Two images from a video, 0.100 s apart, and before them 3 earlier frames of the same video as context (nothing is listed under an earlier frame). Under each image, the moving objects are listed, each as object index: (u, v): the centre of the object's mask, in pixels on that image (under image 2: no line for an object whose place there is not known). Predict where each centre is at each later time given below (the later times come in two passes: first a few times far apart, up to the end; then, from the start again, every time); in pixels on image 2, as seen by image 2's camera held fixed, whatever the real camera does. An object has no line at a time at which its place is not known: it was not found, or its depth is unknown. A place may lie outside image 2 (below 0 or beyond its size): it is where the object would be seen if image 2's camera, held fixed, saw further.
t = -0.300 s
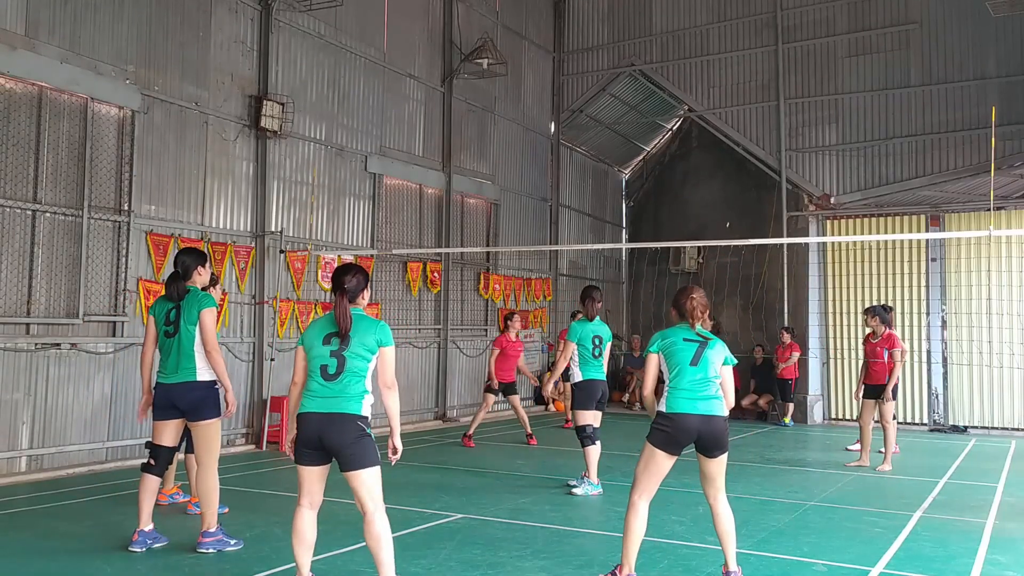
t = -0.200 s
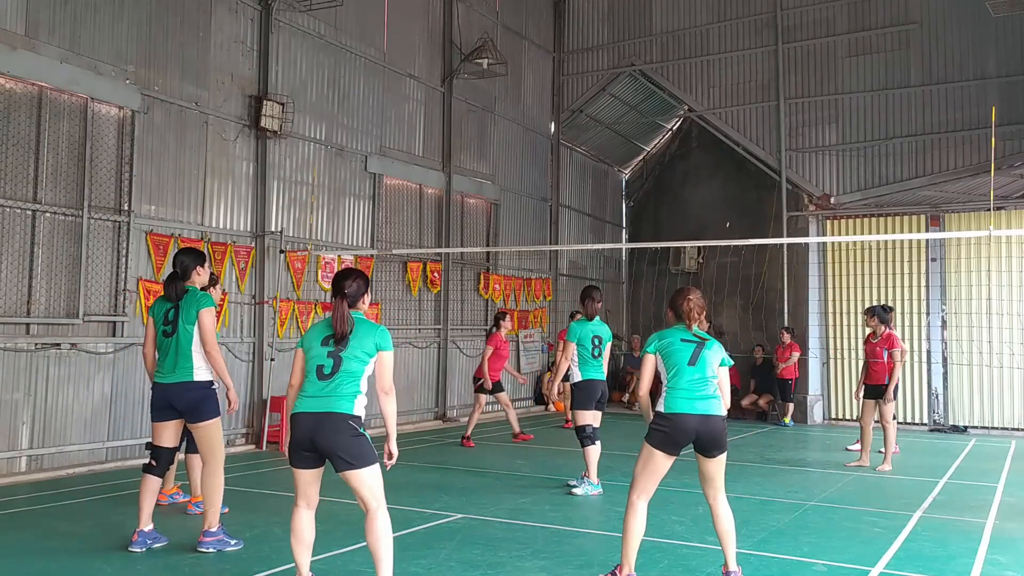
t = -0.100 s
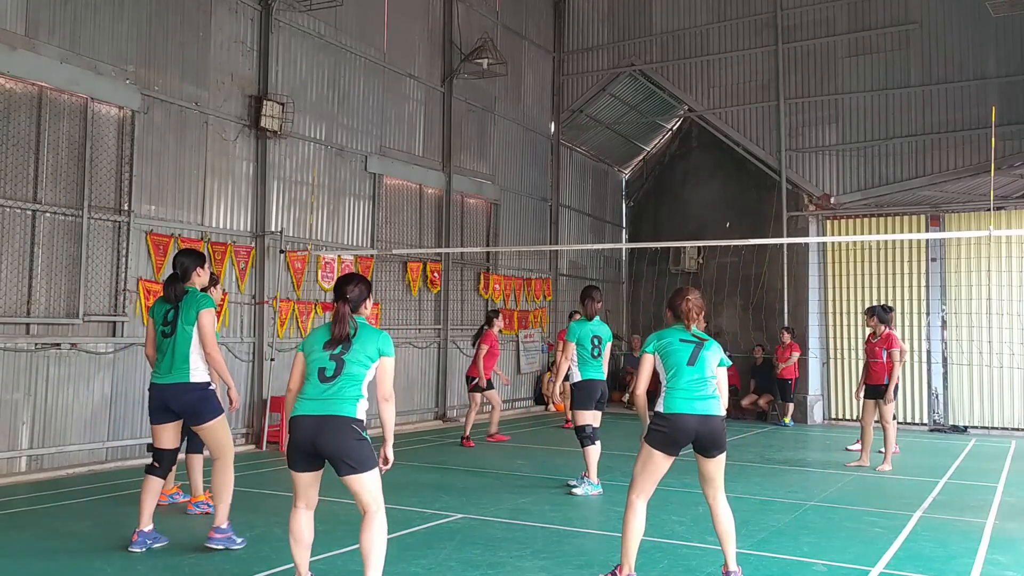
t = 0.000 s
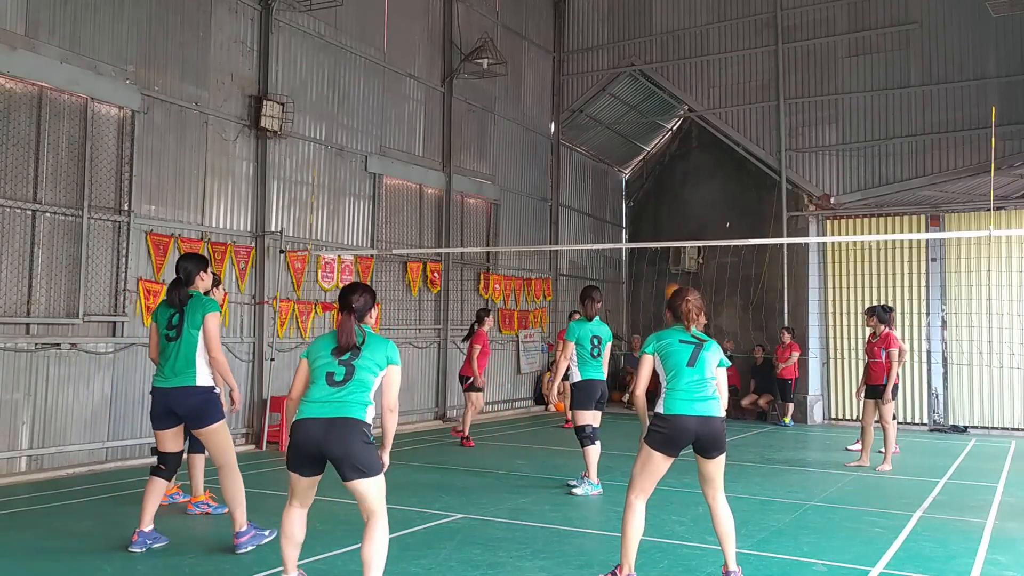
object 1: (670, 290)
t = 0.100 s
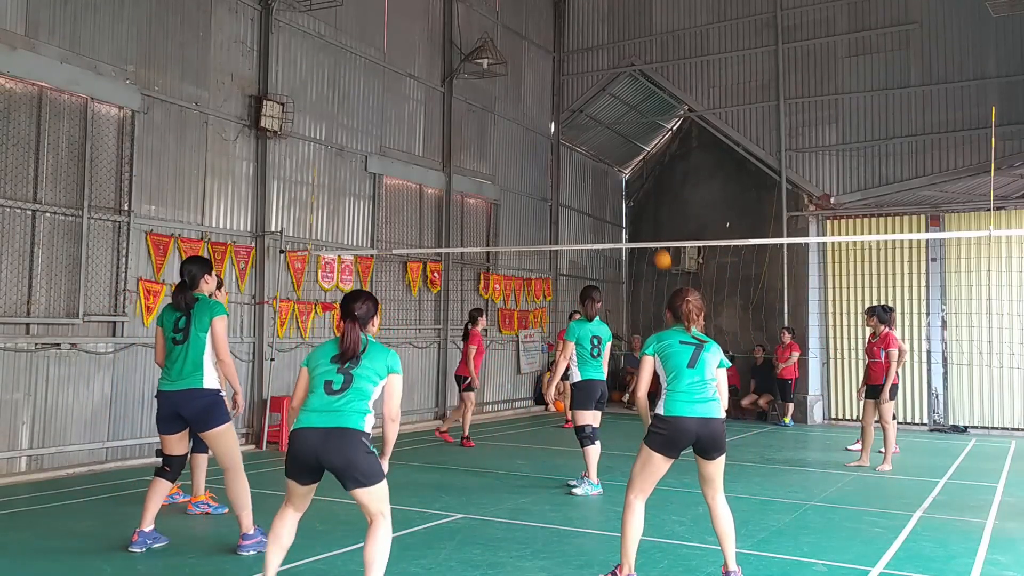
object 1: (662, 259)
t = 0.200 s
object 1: (651, 230)
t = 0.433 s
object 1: (615, 187)
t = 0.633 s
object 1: (571, 192)
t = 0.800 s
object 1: (517, 251)
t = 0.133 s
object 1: (659, 253)
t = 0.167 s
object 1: (655, 237)
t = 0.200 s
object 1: (651, 230)
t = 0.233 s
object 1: (647, 222)
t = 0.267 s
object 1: (643, 214)
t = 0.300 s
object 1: (638, 207)
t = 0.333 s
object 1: (633, 201)
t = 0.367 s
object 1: (628, 195)
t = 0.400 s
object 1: (622, 191)
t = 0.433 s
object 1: (615, 187)
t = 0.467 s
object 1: (608, 185)
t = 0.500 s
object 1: (602, 184)
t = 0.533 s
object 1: (595, 183)
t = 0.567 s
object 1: (588, 185)
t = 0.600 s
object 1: (580, 187)
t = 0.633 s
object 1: (571, 192)
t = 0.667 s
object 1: (561, 199)
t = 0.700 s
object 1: (552, 208)
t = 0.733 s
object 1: (541, 219)
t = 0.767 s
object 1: (530, 234)
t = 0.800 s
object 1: (517, 251)
